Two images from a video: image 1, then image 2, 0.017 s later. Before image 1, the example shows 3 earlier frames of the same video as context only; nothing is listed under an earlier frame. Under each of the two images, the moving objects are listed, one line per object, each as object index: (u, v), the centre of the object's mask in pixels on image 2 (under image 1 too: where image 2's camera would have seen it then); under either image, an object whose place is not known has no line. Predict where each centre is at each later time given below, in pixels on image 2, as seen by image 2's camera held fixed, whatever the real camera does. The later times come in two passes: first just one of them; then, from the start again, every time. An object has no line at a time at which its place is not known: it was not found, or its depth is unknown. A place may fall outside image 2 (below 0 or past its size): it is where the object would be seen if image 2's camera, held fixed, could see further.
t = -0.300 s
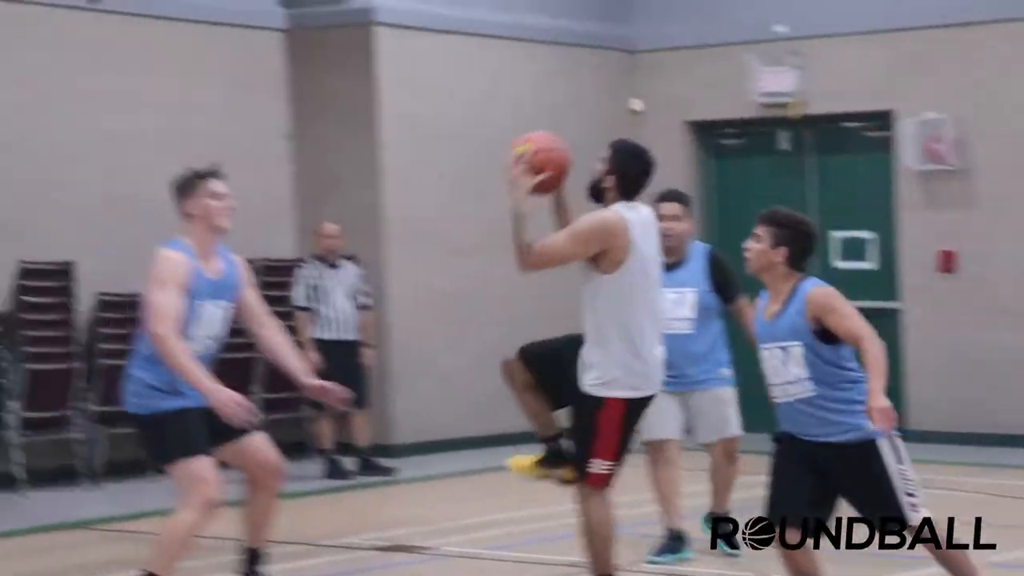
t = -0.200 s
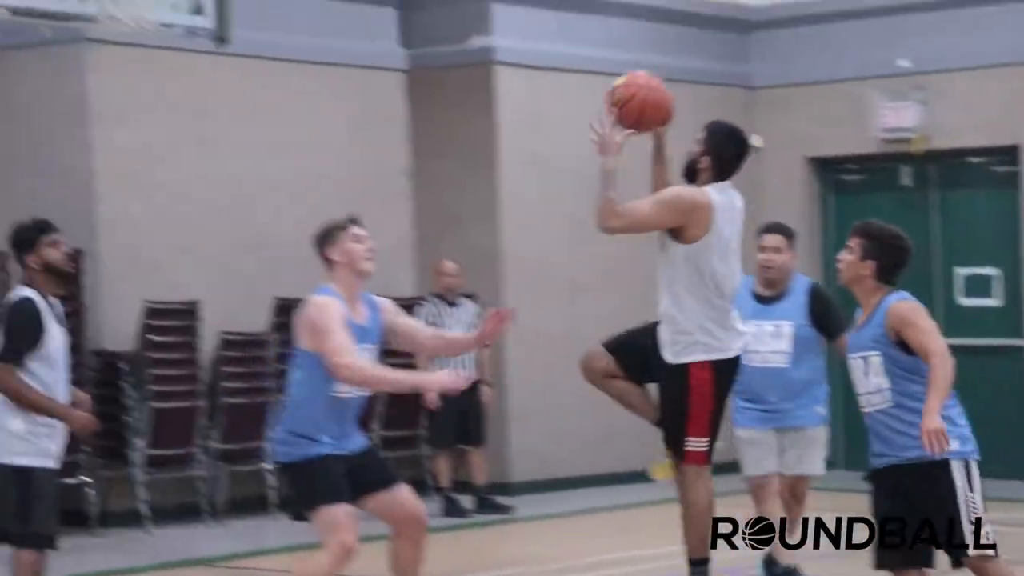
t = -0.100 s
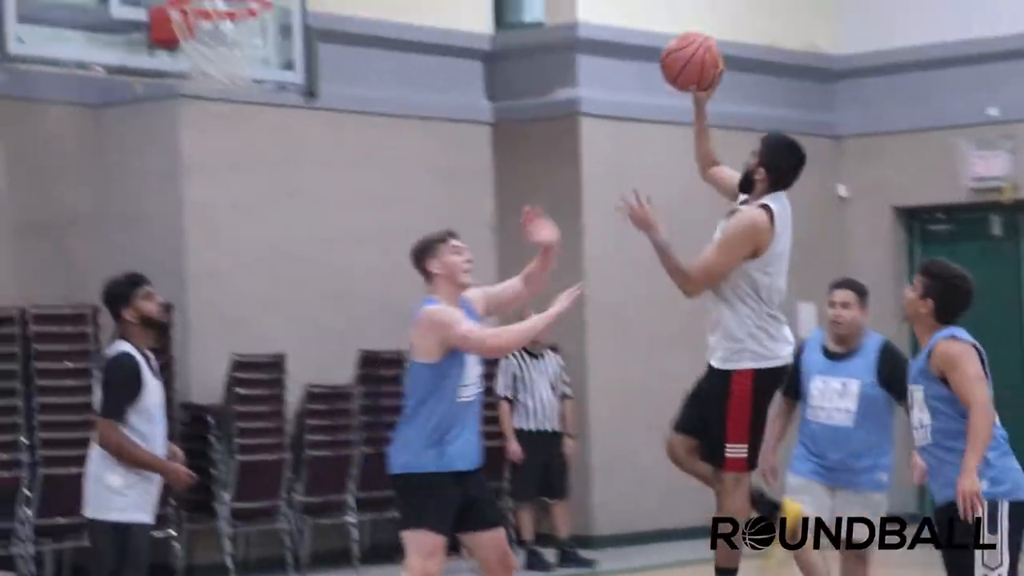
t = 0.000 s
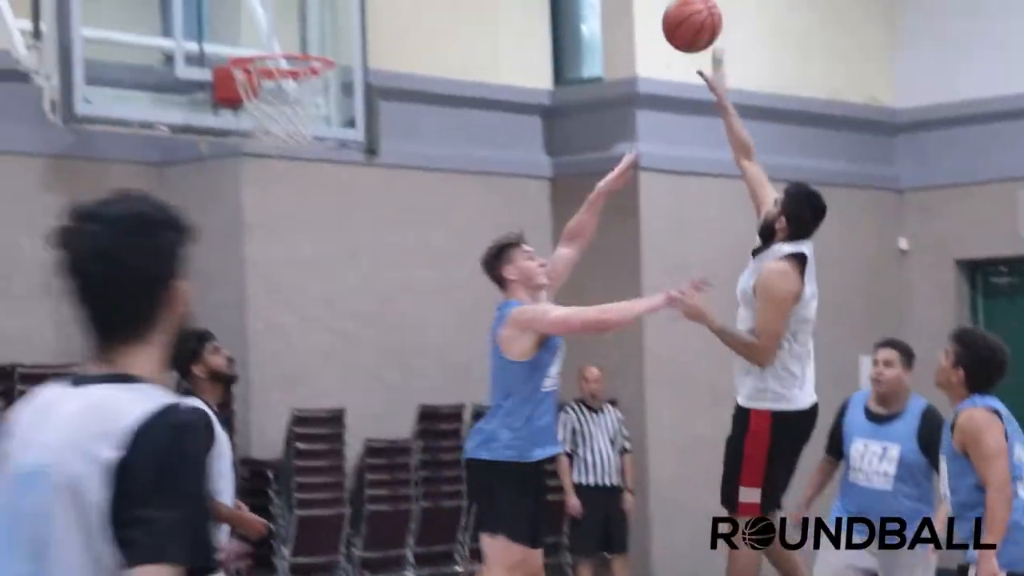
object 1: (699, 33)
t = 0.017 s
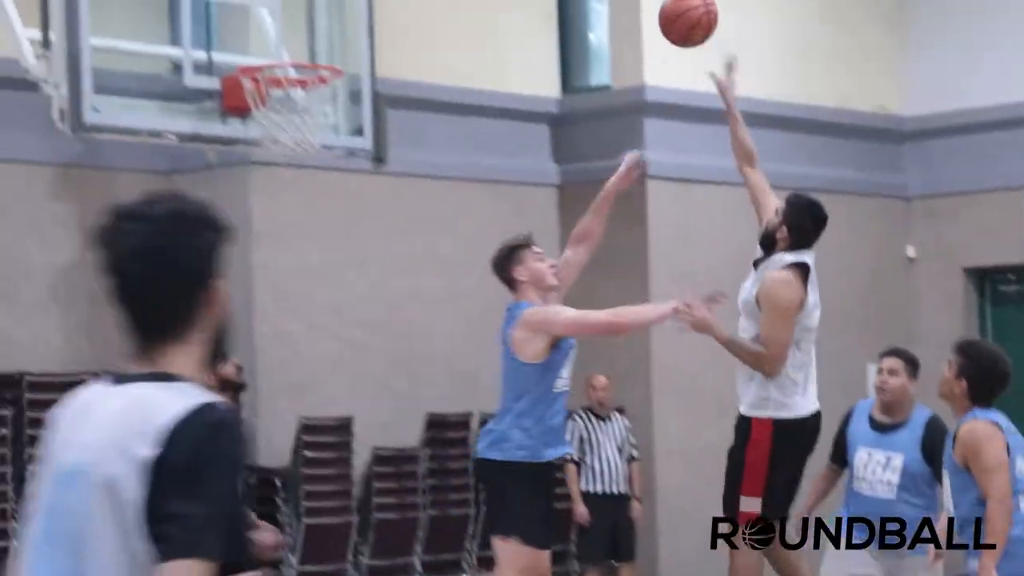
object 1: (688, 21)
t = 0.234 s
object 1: (551, -74)
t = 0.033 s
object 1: (677, 11)
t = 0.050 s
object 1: (665, 1)
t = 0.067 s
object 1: (654, -8)
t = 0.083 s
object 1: (643, -17)
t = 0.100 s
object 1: (632, -25)
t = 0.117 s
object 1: (621, -33)
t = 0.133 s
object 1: (611, -41)
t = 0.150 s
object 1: (602, -48)
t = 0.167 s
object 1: (591, -54)
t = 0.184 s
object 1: (581, -60)
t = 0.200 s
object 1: (571, -65)
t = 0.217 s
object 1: (560, -70)
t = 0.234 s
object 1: (551, -74)
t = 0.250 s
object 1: (541, -77)
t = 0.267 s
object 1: (532, -81)
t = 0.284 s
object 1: (522, -84)
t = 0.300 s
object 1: (513, -87)
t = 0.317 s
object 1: (503, -90)
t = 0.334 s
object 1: (494, -91)
